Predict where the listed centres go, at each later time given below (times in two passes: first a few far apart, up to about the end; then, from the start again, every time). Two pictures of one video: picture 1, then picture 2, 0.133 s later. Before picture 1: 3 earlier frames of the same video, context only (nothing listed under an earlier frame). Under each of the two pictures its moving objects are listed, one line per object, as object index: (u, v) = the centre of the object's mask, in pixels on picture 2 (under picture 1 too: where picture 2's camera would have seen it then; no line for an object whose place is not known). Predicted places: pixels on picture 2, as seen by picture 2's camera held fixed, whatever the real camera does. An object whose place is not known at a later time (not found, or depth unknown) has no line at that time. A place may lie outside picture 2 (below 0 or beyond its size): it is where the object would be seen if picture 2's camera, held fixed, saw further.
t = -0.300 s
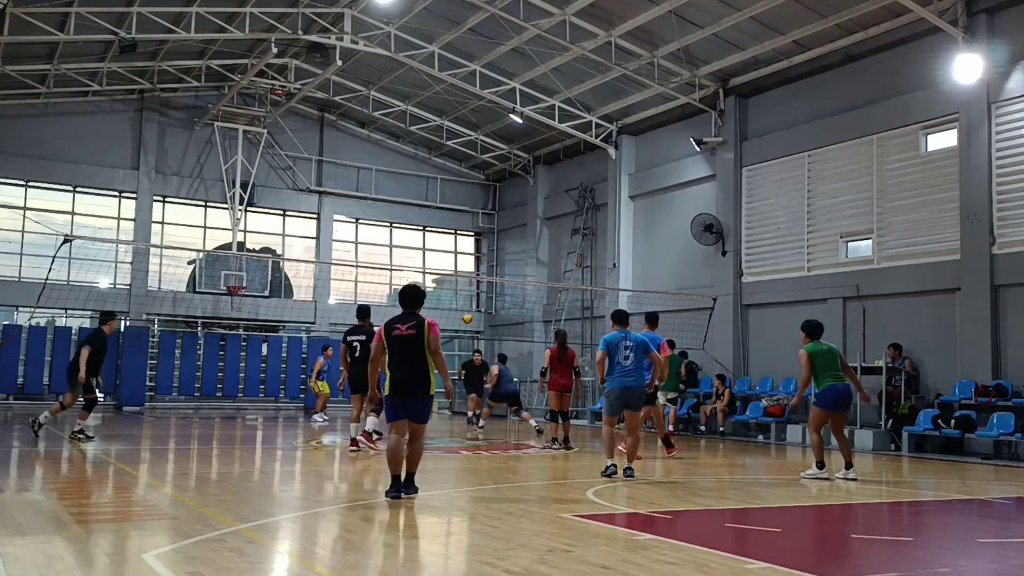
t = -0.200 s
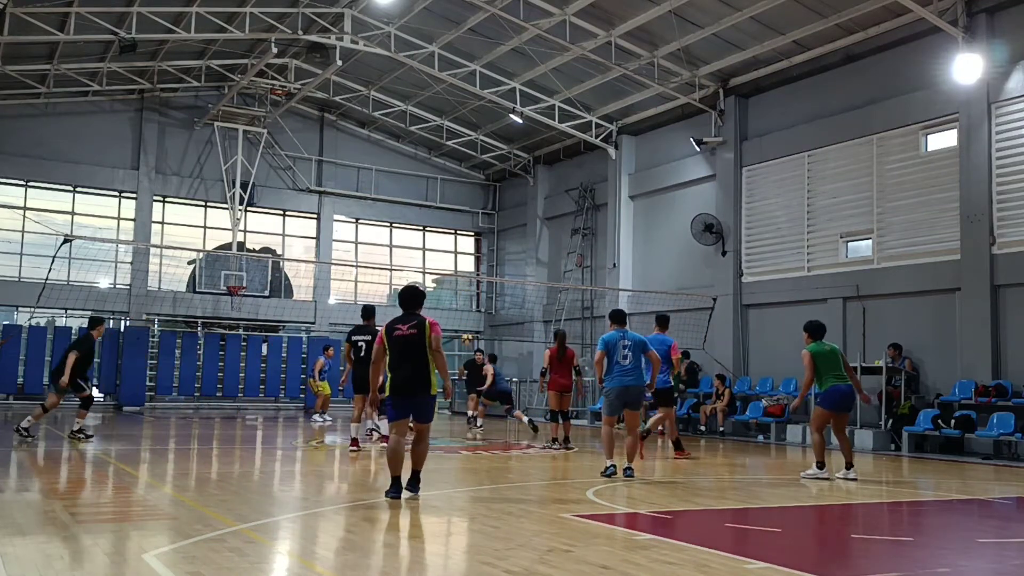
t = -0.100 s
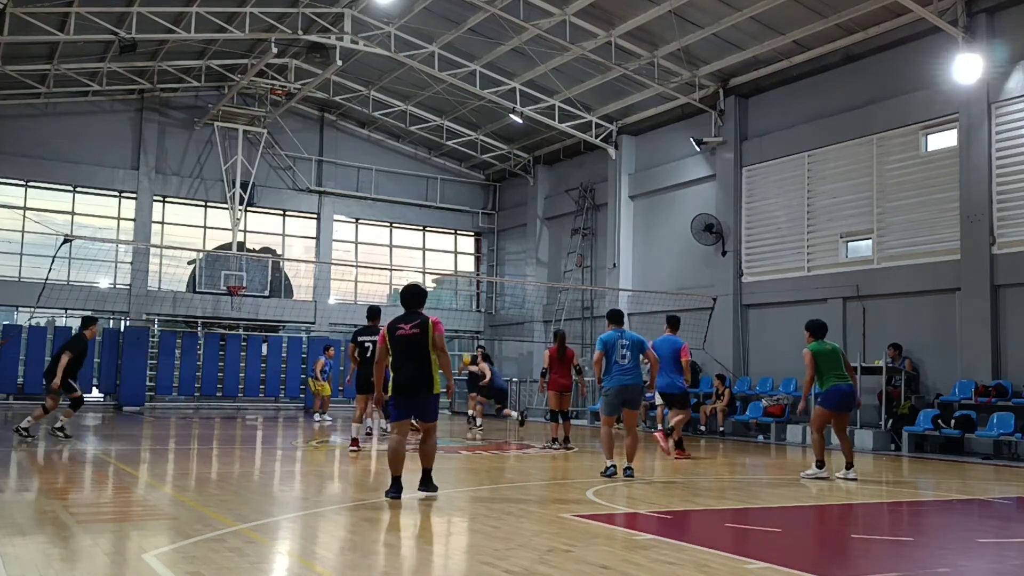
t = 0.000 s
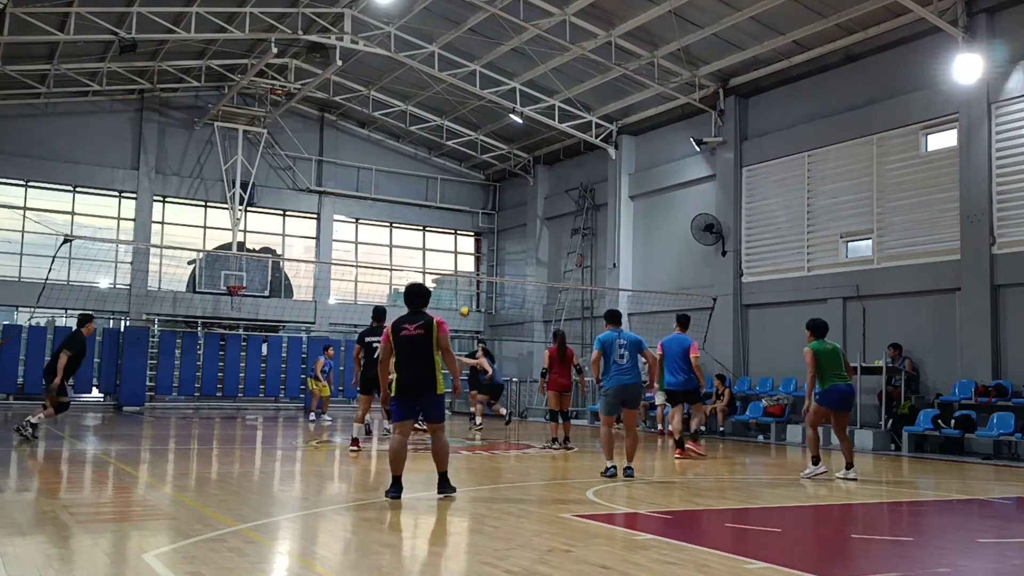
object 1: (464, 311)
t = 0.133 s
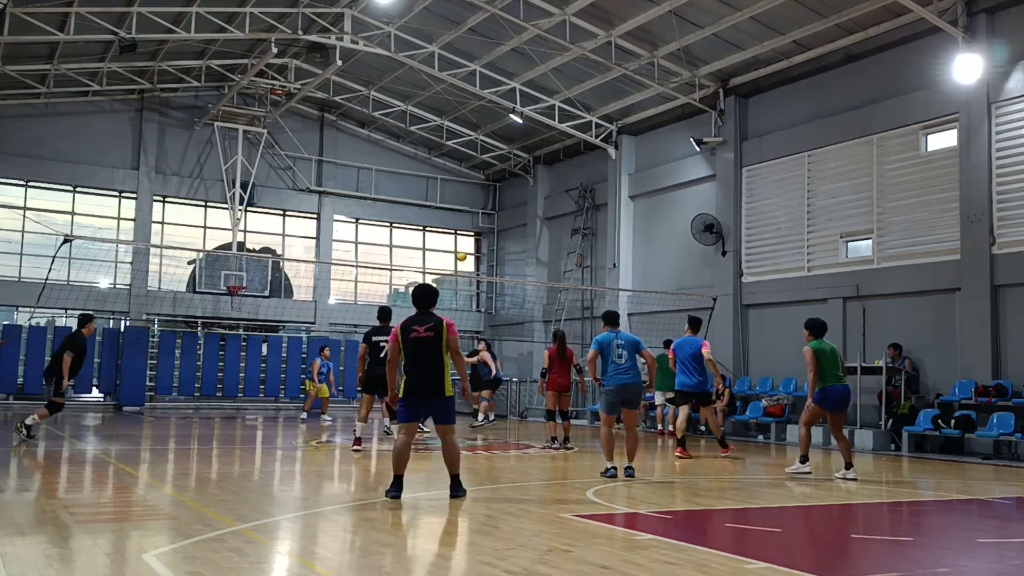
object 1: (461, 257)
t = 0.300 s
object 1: (458, 198)
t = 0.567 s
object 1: (450, 132)
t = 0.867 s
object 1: (441, 99)
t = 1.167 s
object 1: (430, 116)
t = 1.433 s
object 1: (417, 178)
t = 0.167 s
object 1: (460, 244)
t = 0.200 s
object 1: (460, 231)
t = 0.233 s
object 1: (459, 219)
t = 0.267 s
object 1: (458, 209)
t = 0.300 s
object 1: (458, 198)
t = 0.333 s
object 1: (457, 187)
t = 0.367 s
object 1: (456, 178)
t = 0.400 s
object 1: (455, 169)
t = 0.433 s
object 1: (455, 160)
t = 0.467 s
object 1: (454, 153)
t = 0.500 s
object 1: (453, 145)
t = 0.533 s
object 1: (452, 138)
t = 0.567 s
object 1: (450, 132)
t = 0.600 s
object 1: (450, 125)
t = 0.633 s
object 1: (449, 120)
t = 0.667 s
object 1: (448, 116)
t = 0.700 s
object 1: (447, 112)
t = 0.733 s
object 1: (446, 108)
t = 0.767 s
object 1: (445, 105)
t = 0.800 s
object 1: (444, 102)
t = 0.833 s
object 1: (443, 100)
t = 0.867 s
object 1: (441, 99)
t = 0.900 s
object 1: (441, 98)
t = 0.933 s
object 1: (439, 99)
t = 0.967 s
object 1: (438, 99)
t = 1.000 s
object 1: (437, 100)
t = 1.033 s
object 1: (436, 102)
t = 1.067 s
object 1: (434, 104)
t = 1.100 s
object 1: (433, 107)
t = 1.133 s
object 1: (432, 112)
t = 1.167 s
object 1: (430, 116)
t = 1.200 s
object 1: (429, 121)
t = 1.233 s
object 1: (427, 126)
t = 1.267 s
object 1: (425, 133)
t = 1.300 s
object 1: (424, 141)
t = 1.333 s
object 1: (423, 148)
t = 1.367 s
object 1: (420, 158)
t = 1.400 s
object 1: (419, 168)
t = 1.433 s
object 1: (417, 178)
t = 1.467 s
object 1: (415, 189)
